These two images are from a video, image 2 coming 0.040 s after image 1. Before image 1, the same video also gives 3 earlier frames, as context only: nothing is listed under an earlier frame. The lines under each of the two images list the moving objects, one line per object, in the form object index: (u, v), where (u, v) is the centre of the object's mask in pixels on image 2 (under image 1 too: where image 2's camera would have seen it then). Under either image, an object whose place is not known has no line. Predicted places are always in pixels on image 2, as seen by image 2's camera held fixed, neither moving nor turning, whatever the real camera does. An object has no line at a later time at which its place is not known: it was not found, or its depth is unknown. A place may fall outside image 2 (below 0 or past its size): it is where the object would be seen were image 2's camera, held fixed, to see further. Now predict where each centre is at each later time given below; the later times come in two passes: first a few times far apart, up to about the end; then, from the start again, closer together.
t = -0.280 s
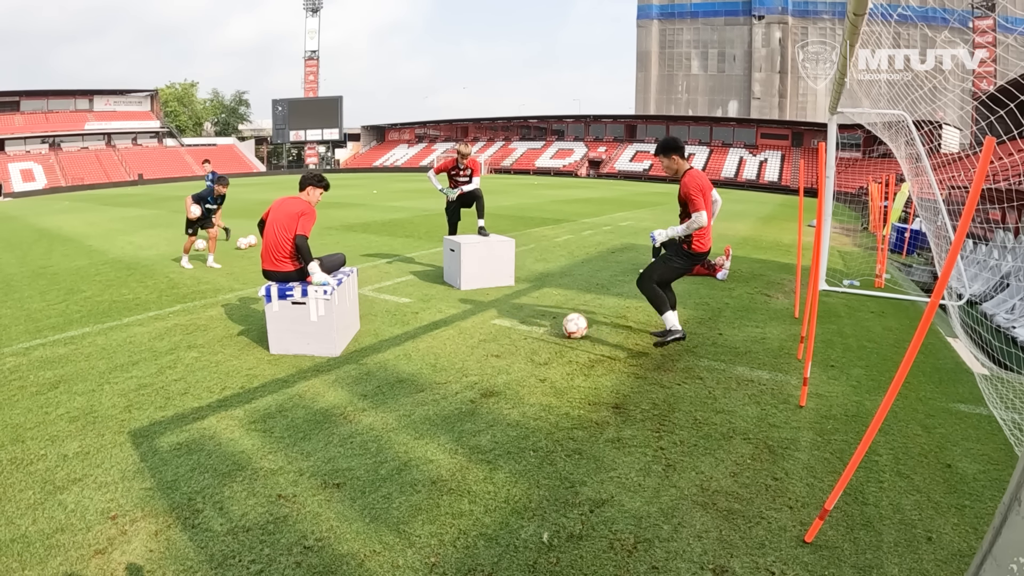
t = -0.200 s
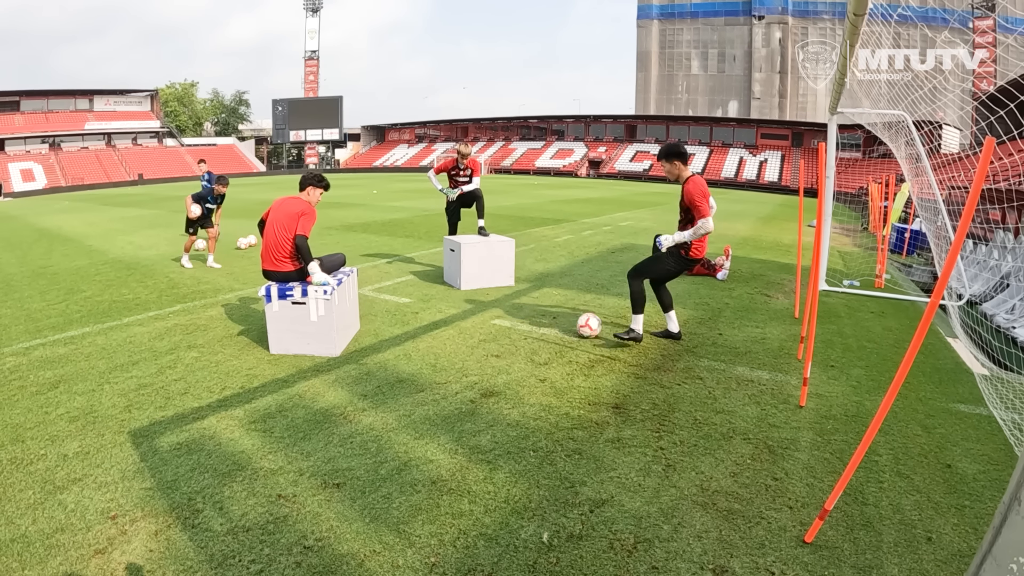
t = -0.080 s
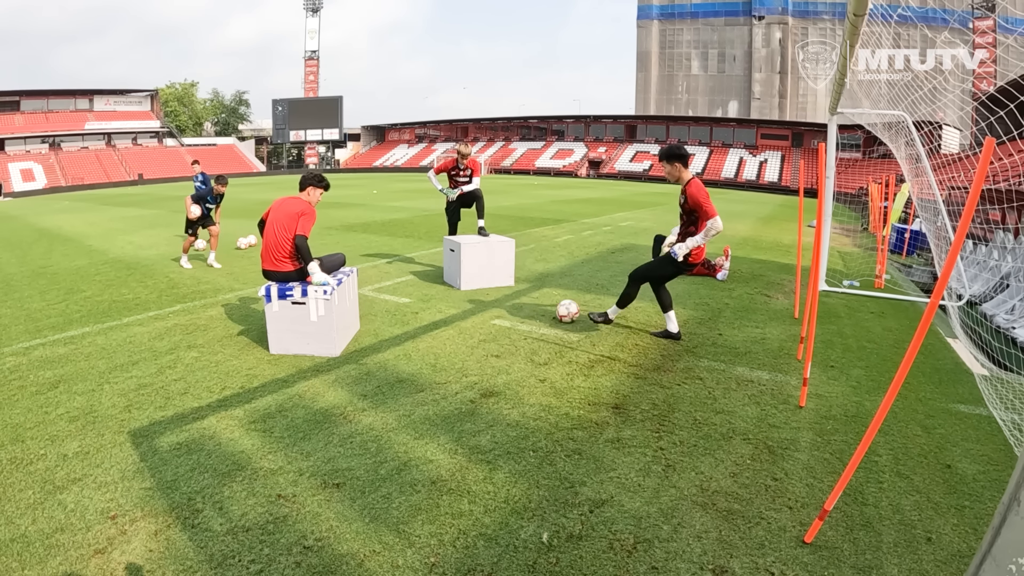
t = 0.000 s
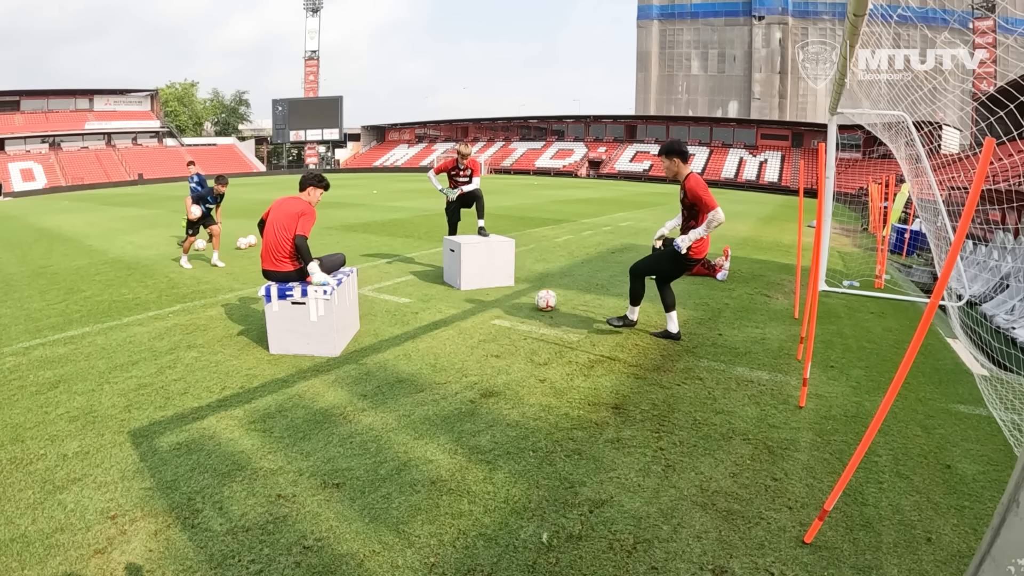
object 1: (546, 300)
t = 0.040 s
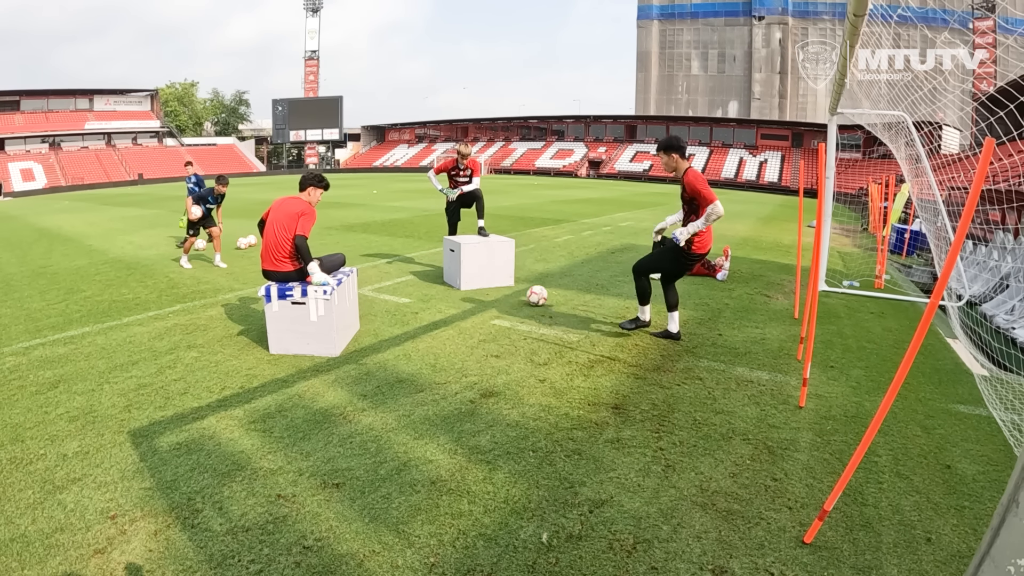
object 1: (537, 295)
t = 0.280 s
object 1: (512, 277)
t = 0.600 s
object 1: (546, 300)
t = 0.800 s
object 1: (563, 311)
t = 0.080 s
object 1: (529, 291)
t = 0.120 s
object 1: (522, 288)
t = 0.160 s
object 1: (517, 284)
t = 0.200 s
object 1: (511, 282)
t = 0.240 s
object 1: (507, 279)
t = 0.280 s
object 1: (512, 277)
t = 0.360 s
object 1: (517, 276)
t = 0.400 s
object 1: (521, 277)
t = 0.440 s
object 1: (526, 279)
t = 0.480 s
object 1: (531, 284)
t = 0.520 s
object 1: (536, 289)
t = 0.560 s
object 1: (541, 297)
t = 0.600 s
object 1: (546, 300)
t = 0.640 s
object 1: (549, 299)
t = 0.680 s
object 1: (553, 299)
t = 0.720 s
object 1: (556, 301)
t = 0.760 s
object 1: (560, 305)
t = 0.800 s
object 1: (563, 311)
